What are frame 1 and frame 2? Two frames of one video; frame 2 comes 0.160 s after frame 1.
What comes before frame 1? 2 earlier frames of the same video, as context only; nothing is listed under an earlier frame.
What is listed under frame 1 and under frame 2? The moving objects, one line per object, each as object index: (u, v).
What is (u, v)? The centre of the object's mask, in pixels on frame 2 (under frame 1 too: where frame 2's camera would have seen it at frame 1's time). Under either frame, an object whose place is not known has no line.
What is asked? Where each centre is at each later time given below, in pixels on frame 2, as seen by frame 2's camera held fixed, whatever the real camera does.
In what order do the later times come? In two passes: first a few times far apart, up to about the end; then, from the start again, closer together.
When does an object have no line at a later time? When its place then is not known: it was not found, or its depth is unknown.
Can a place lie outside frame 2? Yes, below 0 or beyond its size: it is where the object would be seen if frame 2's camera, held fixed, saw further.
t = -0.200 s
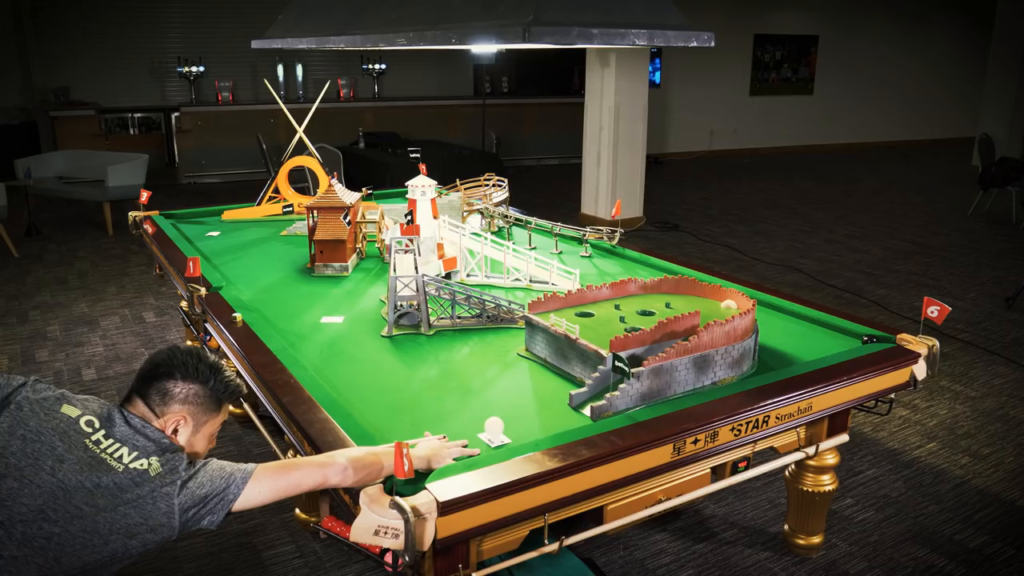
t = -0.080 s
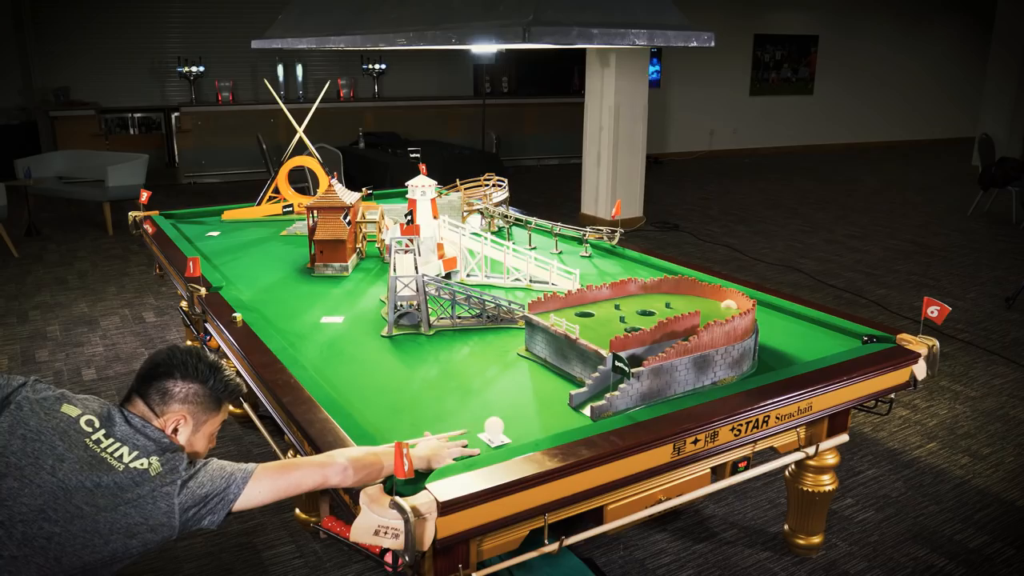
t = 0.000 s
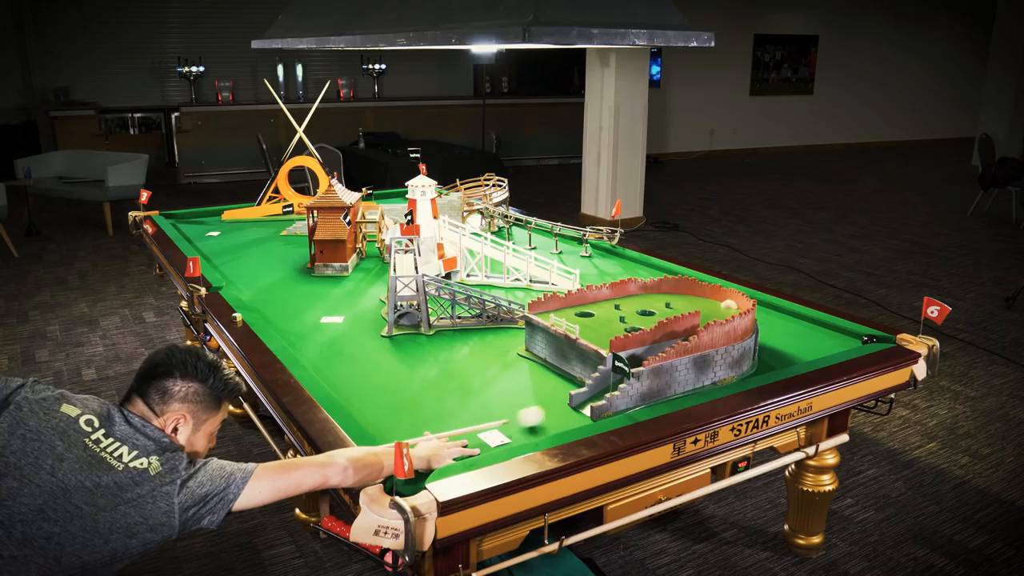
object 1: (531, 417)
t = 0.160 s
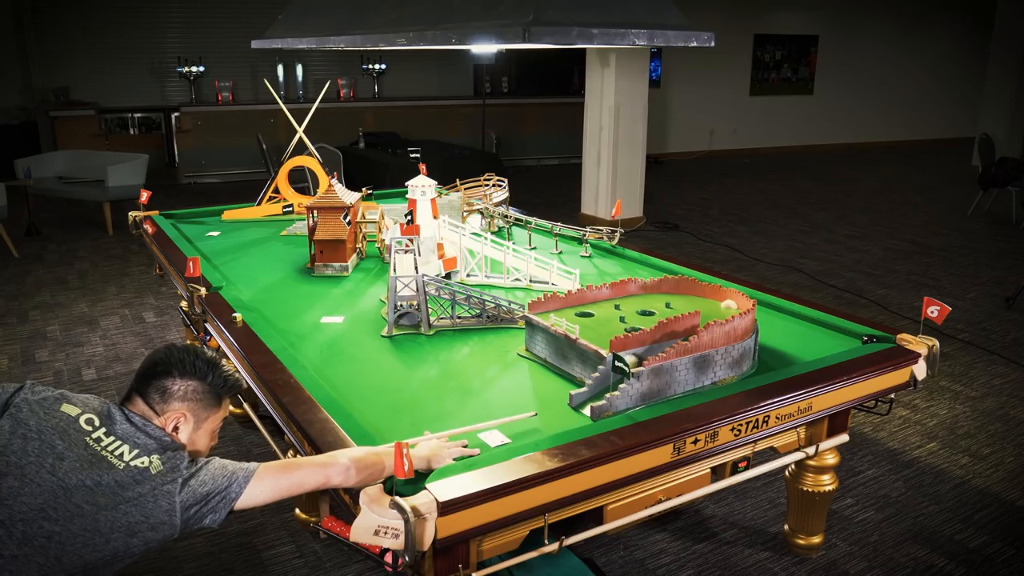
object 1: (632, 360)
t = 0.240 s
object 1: (660, 347)
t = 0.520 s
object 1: (736, 311)
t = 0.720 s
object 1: (718, 294)
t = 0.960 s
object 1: (678, 298)
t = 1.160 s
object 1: (654, 293)
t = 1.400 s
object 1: (634, 292)
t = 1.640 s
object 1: (623, 296)
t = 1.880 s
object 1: (613, 297)
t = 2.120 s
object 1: (605, 296)
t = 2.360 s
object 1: (600, 297)
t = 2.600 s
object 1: (597, 299)
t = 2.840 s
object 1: (594, 300)
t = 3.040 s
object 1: (592, 301)
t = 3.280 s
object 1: (589, 303)
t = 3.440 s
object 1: (585, 308)
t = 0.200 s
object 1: (644, 355)
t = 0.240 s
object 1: (660, 347)
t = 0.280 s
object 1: (674, 337)
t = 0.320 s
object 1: (687, 331)
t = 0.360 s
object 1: (696, 327)
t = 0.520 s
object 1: (736, 311)
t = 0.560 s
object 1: (737, 309)
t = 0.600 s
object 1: (738, 307)
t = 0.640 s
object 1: (732, 304)
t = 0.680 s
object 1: (725, 299)
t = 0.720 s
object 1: (718, 294)
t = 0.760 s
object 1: (710, 294)
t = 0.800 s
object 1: (703, 298)
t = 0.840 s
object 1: (696, 298)
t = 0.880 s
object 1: (690, 298)
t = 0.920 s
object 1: (684, 298)
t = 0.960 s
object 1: (678, 298)
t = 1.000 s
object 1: (673, 297)
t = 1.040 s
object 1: (668, 295)
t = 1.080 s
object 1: (663, 295)
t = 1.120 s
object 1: (658, 294)
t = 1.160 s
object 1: (654, 293)
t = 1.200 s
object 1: (649, 292)
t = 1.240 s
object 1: (644, 291)
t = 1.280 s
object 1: (640, 290)
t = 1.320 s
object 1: (636, 290)
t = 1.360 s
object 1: (635, 291)
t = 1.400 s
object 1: (634, 292)
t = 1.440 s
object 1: (632, 293)
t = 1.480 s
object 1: (630, 293)
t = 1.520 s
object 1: (628, 294)
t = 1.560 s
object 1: (626, 295)
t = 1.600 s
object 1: (625, 296)
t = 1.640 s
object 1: (623, 296)
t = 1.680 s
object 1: (621, 297)
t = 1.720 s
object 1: (619, 297)
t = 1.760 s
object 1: (617, 298)
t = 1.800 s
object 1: (616, 297)
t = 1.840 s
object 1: (615, 297)
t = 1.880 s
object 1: (613, 297)
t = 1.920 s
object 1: (612, 297)
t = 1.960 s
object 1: (611, 297)
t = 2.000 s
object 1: (609, 297)
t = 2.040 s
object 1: (607, 296)
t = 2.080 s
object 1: (606, 296)
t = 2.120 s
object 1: (605, 296)
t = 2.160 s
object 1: (603, 296)
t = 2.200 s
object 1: (602, 296)
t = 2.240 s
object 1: (602, 296)
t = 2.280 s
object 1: (601, 296)
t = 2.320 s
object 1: (601, 296)
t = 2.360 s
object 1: (600, 297)
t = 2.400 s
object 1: (600, 297)
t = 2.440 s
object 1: (599, 297)
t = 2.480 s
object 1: (599, 298)
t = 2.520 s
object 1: (598, 298)
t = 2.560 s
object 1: (598, 298)
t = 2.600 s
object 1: (597, 299)
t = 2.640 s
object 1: (597, 299)
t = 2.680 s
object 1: (596, 299)
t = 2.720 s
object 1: (596, 299)
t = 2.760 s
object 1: (595, 300)
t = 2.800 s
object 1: (595, 300)
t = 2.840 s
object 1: (594, 300)
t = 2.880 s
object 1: (594, 300)
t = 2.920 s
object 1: (593, 301)
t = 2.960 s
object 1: (593, 301)
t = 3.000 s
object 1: (592, 301)
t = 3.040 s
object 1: (592, 301)
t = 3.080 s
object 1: (591, 302)
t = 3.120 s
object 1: (591, 302)
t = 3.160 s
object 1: (590, 302)
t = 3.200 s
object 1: (590, 302)
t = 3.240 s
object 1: (590, 303)
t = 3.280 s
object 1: (589, 303)
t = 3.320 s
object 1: (589, 303)
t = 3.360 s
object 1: (588, 304)
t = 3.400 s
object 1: (587, 305)
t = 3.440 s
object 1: (585, 308)
